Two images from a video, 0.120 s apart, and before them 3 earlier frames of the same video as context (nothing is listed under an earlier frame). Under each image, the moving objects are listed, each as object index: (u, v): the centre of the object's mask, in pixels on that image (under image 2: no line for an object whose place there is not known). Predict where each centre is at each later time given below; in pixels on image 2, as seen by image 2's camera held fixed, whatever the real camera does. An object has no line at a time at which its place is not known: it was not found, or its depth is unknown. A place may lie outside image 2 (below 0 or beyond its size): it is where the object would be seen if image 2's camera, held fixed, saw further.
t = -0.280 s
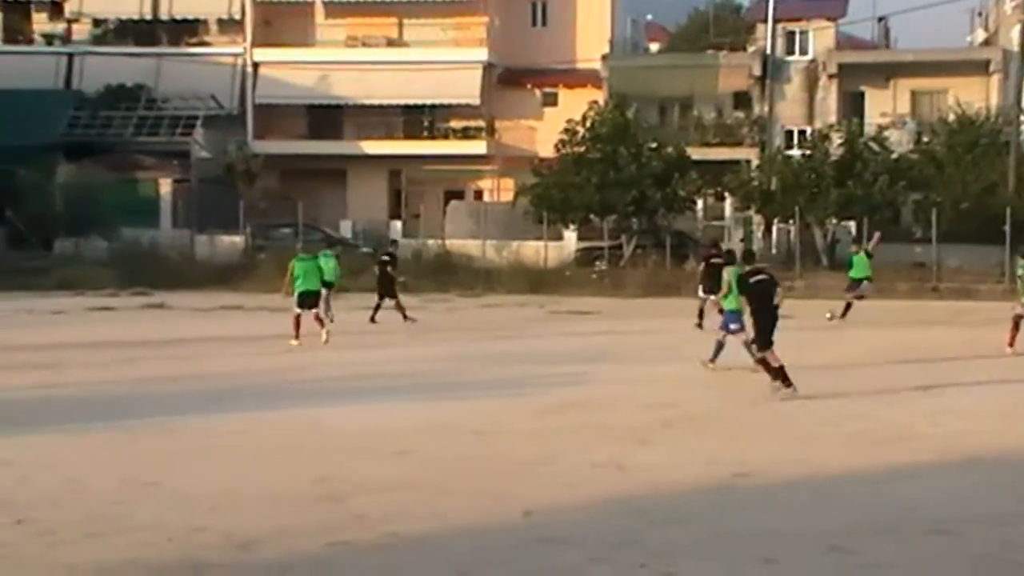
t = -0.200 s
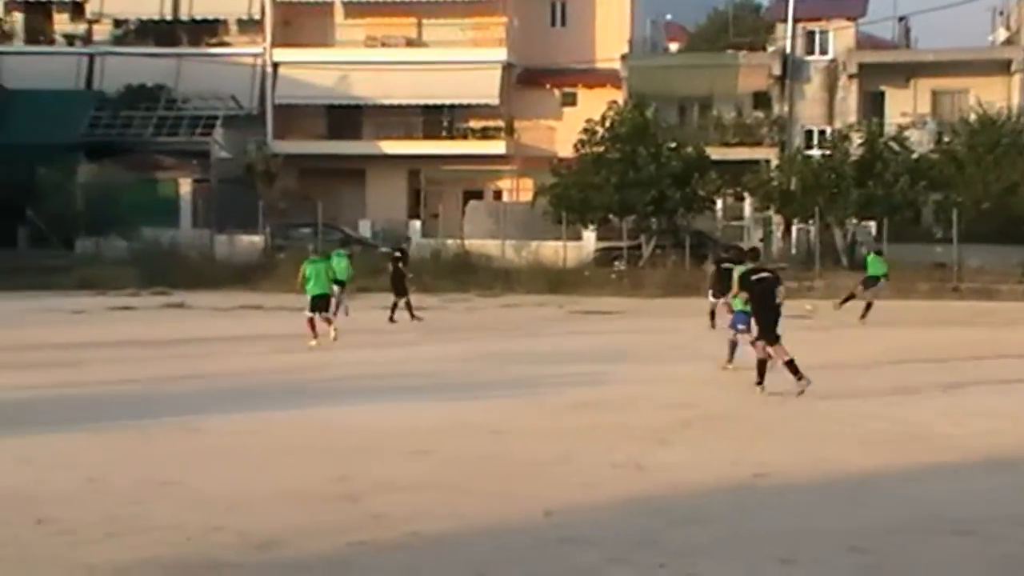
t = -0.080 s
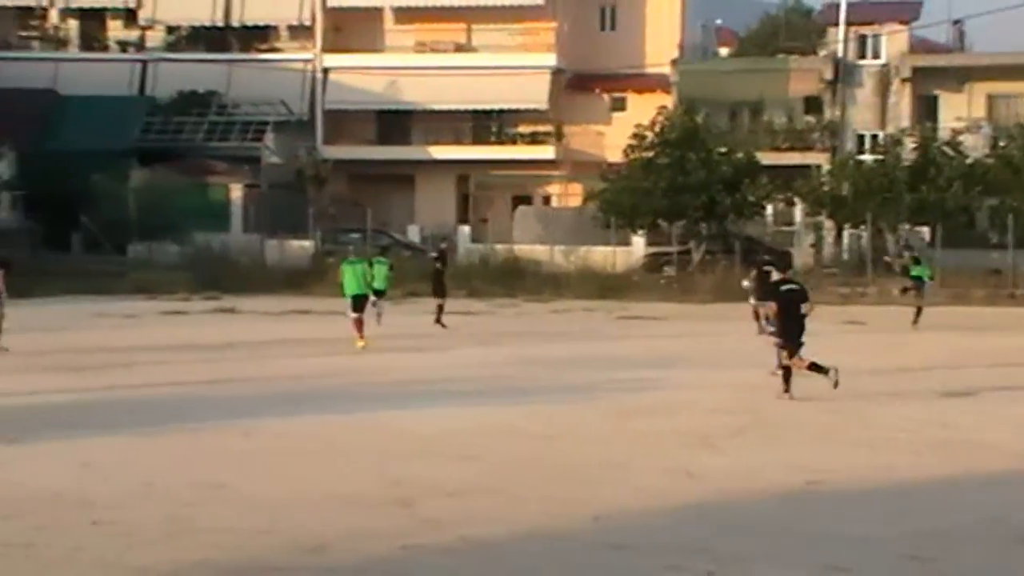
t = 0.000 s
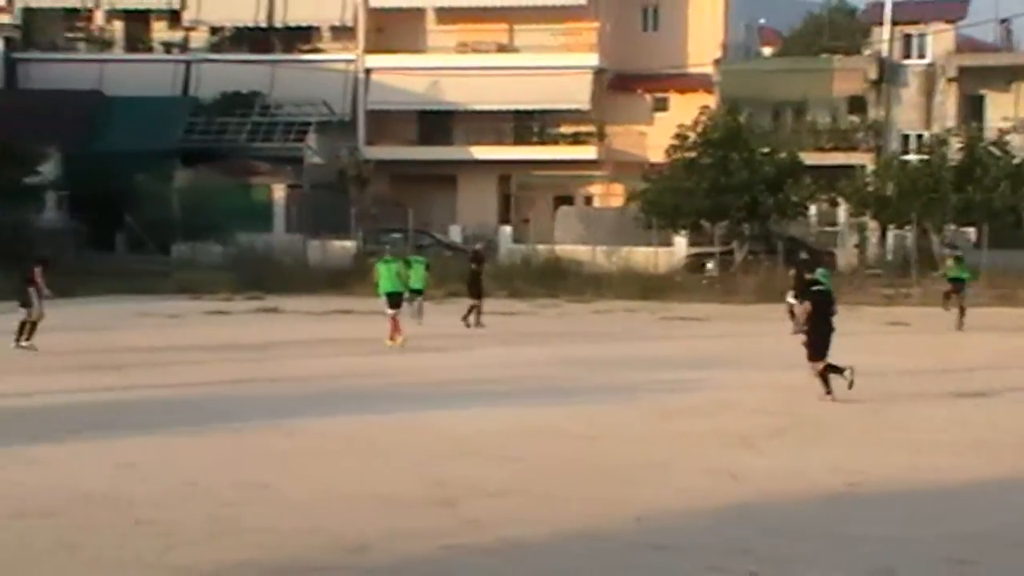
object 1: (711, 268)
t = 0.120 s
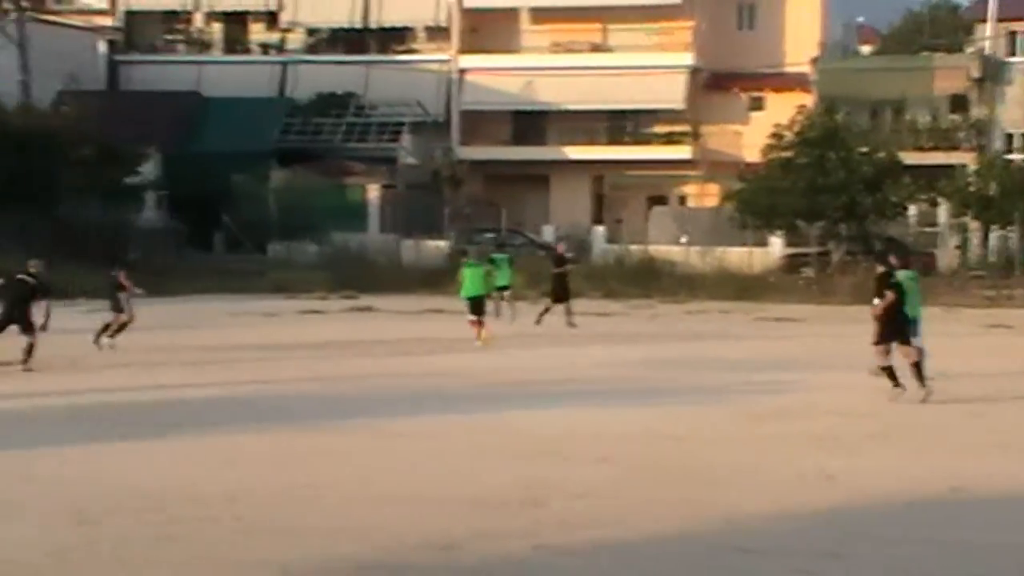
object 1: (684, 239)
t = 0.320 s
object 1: (475, 203)
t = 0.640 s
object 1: (119, 174)
